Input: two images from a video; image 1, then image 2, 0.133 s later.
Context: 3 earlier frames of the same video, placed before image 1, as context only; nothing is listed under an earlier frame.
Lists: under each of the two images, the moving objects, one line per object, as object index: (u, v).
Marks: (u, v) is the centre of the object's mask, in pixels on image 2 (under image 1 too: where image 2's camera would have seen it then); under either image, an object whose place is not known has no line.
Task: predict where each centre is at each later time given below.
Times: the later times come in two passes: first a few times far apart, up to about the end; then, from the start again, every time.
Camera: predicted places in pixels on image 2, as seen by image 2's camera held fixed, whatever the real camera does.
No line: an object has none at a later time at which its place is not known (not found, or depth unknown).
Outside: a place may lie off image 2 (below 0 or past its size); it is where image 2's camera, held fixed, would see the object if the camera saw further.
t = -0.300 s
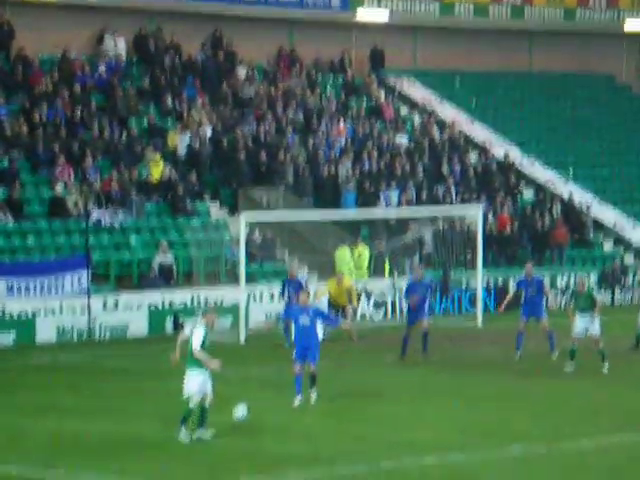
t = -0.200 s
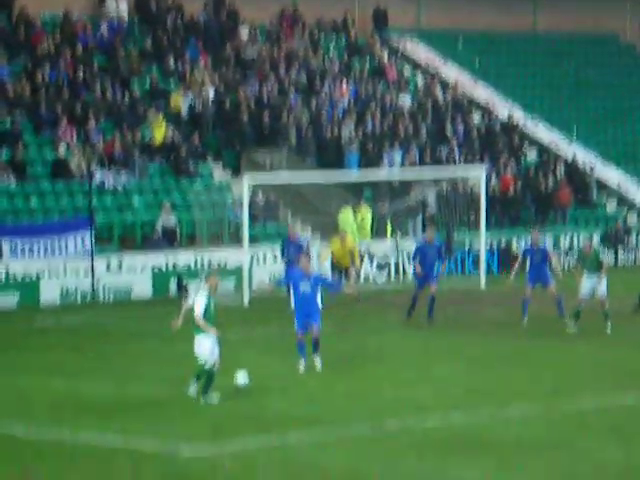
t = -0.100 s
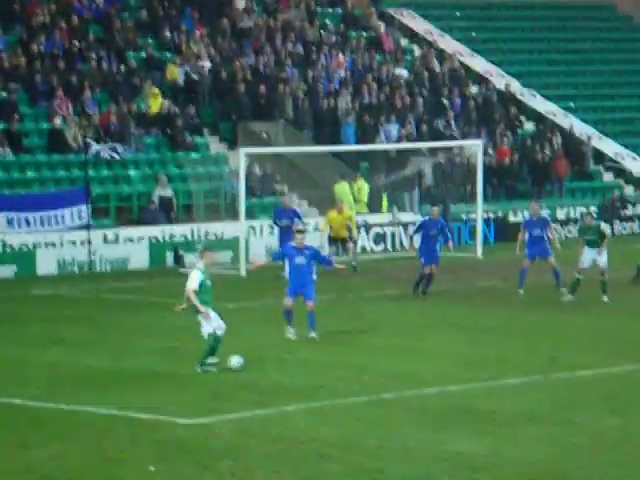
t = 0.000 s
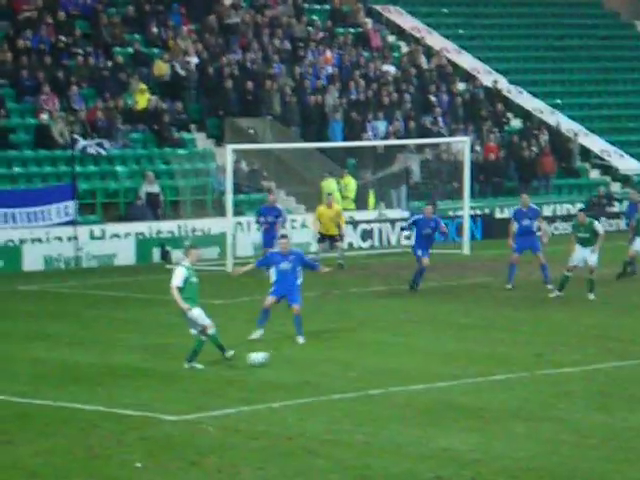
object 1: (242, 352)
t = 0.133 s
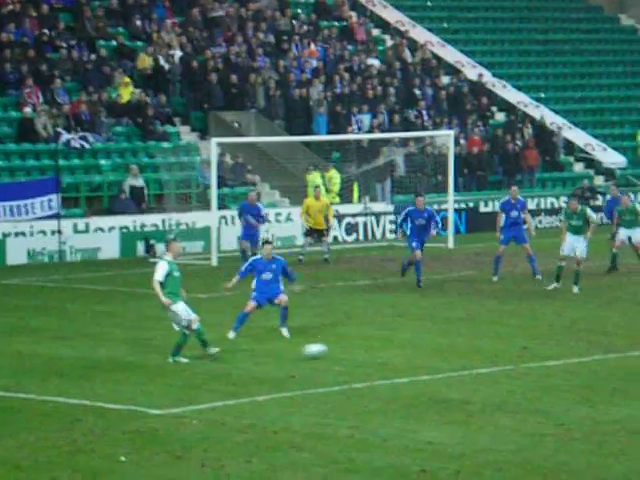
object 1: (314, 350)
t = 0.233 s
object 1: (363, 346)
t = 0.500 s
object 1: (476, 343)
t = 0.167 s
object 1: (332, 350)
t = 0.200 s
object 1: (347, 348)
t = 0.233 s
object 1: (363, 346)
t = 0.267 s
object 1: (378, 345)
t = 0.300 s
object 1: (393, 345)
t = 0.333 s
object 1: (408, 346)
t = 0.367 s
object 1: (423, 348)
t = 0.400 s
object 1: (438, 349)
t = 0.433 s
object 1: (451, 346)
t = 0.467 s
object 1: (463, 344)
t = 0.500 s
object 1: (476, 343)
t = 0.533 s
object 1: (489, 343)
